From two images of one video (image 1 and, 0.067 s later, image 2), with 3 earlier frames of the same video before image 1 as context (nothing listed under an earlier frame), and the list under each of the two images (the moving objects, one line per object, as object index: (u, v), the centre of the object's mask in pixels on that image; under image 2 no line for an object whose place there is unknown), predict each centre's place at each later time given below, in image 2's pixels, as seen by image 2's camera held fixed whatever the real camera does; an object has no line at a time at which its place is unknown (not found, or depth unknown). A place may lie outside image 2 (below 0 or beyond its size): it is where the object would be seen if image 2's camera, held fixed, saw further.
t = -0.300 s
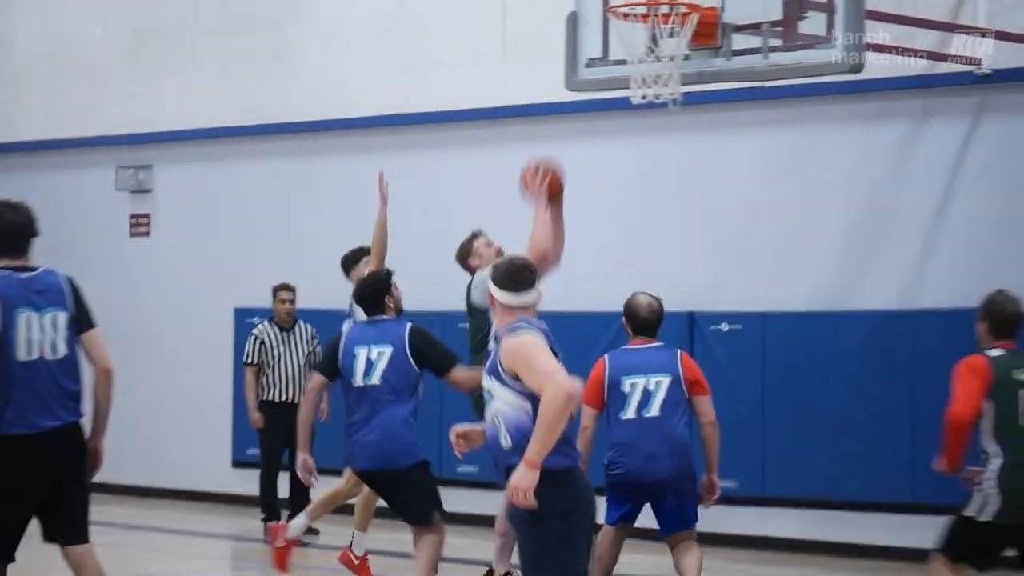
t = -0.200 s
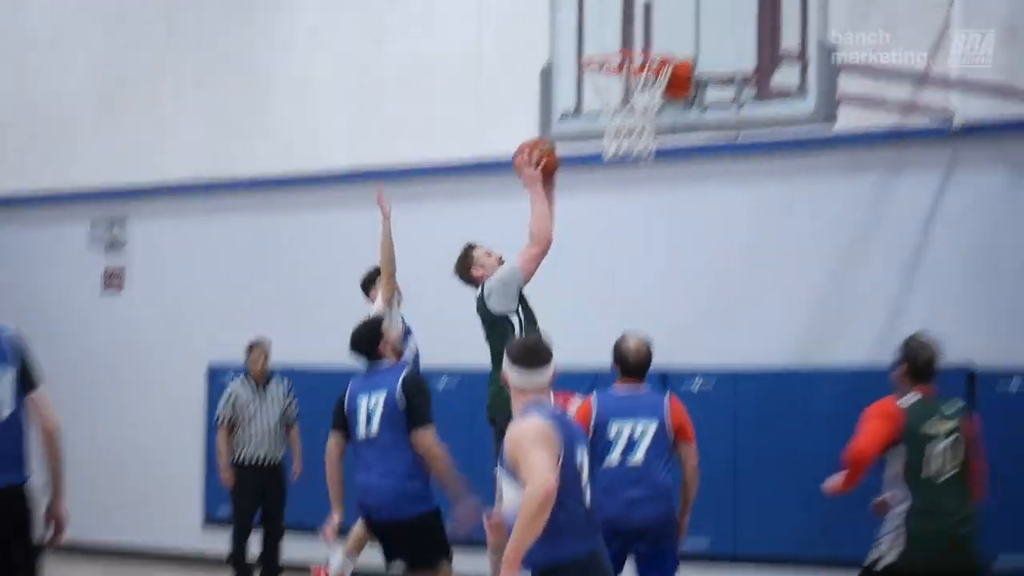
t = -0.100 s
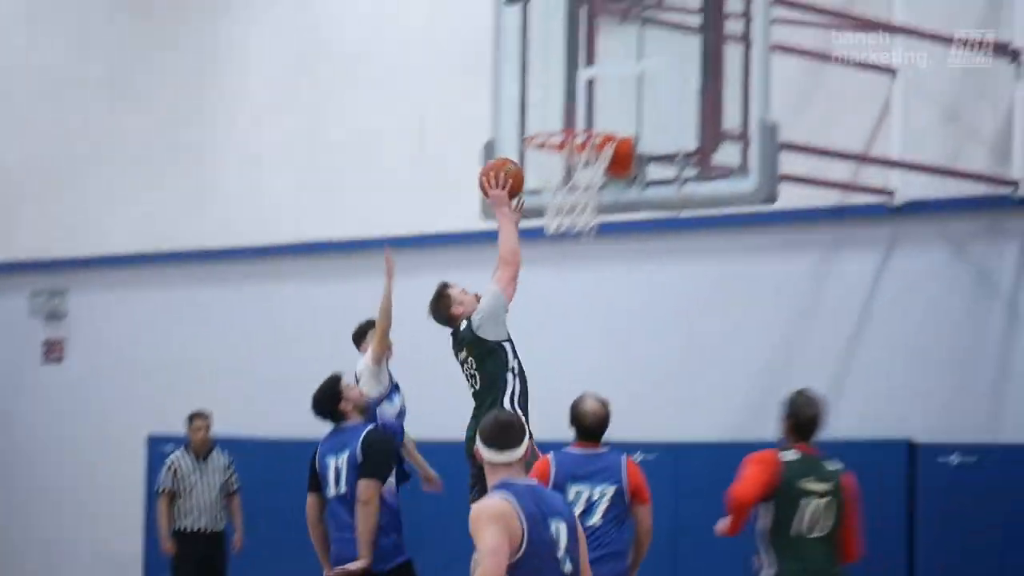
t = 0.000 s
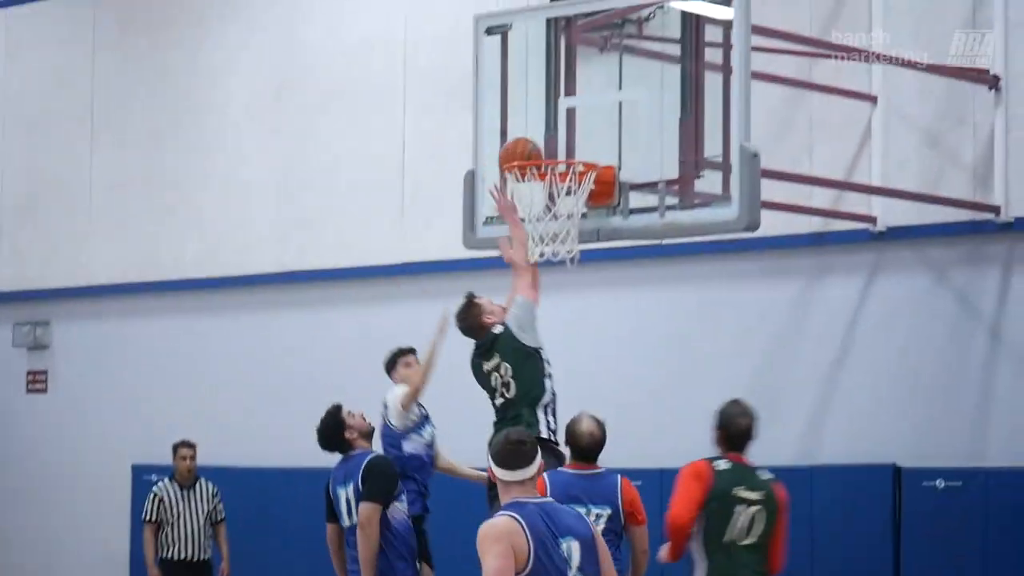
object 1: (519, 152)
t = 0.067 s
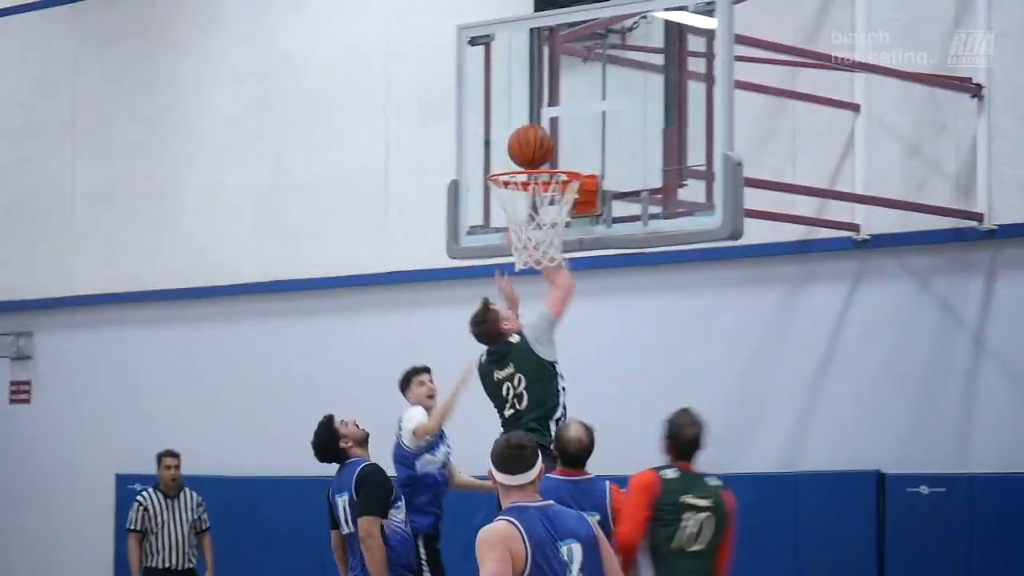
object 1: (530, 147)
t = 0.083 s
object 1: (533, 144)
